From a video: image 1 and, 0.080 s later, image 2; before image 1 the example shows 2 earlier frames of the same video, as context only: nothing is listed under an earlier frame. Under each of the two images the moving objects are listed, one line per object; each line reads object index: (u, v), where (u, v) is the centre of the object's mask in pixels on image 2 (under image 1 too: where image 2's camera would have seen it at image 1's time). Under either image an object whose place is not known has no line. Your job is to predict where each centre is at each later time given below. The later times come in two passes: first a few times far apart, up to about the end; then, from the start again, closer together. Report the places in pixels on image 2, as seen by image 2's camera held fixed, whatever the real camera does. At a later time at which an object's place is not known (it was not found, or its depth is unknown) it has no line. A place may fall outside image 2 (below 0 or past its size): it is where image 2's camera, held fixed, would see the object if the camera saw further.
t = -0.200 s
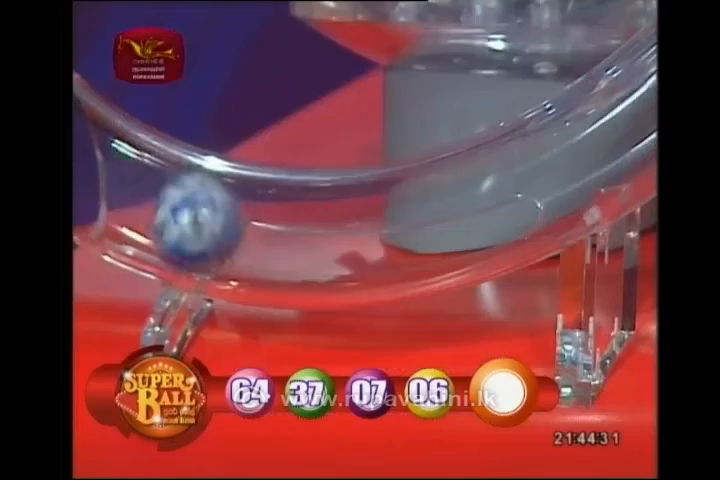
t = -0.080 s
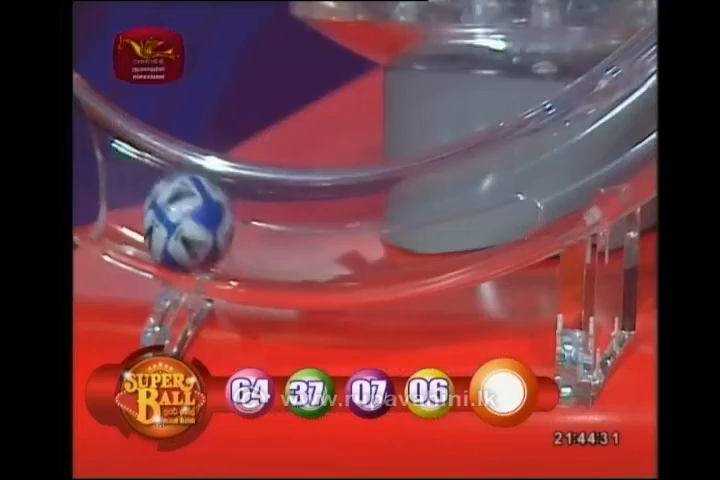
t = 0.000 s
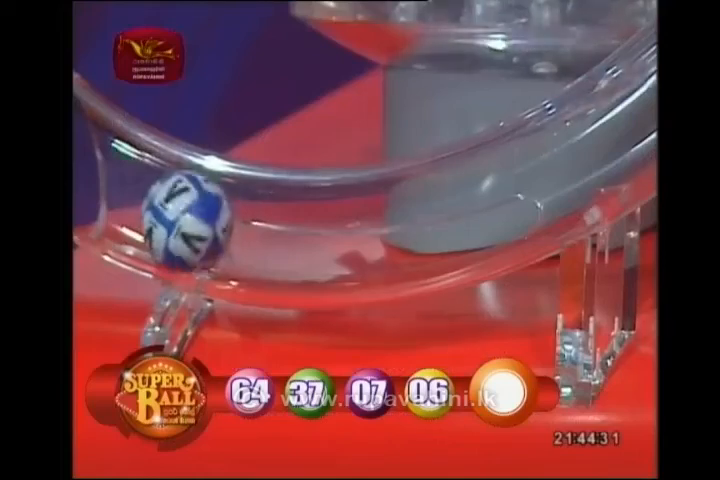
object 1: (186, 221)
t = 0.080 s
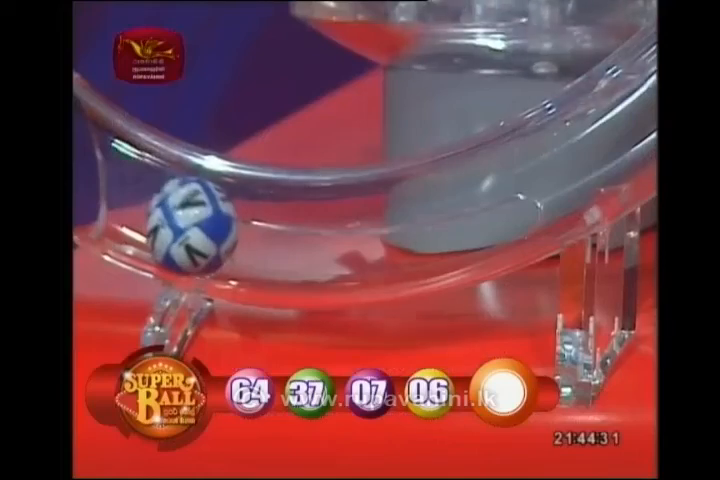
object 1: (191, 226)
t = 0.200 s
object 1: (188, 224)
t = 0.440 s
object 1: (193, 225)
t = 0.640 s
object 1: (192, 223)
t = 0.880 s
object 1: (201, 225)
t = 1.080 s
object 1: (203, 225)
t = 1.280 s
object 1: (195, 223)
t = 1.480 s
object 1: (200, 223)
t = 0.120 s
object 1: (193, 227)
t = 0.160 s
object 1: (191, 226)
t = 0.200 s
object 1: (188, 224)
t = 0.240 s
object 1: (187, 223)
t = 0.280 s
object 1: (188, 224)
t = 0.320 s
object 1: (191, 225)
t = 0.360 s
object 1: (193, 226)
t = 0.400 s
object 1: (193, 226)
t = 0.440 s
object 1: (193, 225)
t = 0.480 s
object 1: (193, 225)
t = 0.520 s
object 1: (193, 225)
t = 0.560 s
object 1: (193, 224)
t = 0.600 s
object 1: (192, 224)
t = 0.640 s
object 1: (192, 223)
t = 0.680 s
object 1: (192, 223)
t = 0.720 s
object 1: (194, 224)
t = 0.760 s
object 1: (196, 224)
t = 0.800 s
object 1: (198, 224)
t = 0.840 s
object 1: (199, 225)
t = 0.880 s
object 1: (201, 225)
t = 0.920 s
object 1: (203, 225)
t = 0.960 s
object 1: (203, 225)
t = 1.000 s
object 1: (204, 225)
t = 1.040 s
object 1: (204, 225)
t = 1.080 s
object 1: (203, 225)
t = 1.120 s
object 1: (201, 224)
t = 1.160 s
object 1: (200, 224)
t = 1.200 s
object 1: (199, 224)
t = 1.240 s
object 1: (197, 223)
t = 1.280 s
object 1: (195, 223)
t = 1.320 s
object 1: (193, 222)
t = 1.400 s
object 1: (196, 222)
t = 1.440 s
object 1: (198, 222)
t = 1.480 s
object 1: (200, 223)
